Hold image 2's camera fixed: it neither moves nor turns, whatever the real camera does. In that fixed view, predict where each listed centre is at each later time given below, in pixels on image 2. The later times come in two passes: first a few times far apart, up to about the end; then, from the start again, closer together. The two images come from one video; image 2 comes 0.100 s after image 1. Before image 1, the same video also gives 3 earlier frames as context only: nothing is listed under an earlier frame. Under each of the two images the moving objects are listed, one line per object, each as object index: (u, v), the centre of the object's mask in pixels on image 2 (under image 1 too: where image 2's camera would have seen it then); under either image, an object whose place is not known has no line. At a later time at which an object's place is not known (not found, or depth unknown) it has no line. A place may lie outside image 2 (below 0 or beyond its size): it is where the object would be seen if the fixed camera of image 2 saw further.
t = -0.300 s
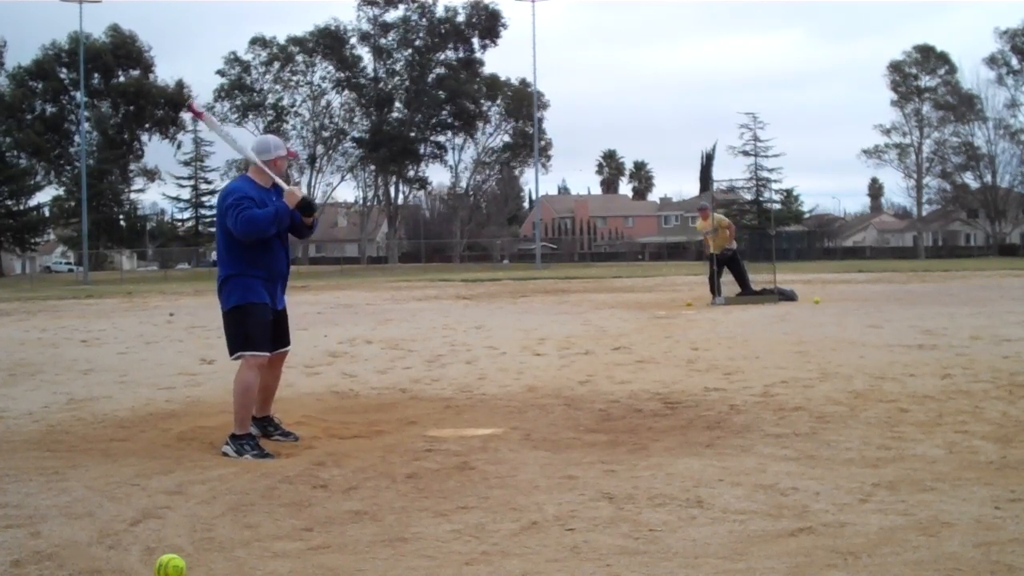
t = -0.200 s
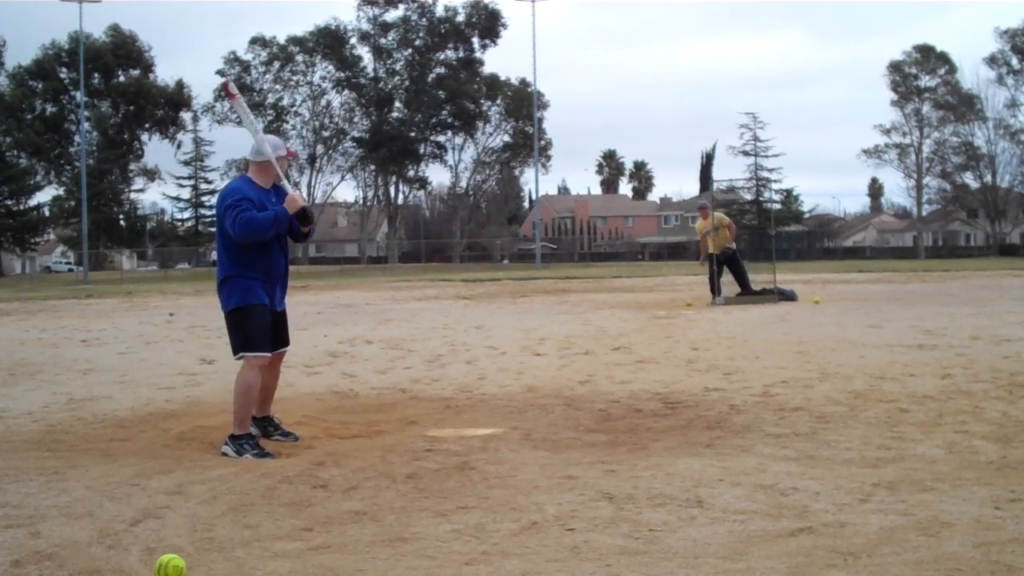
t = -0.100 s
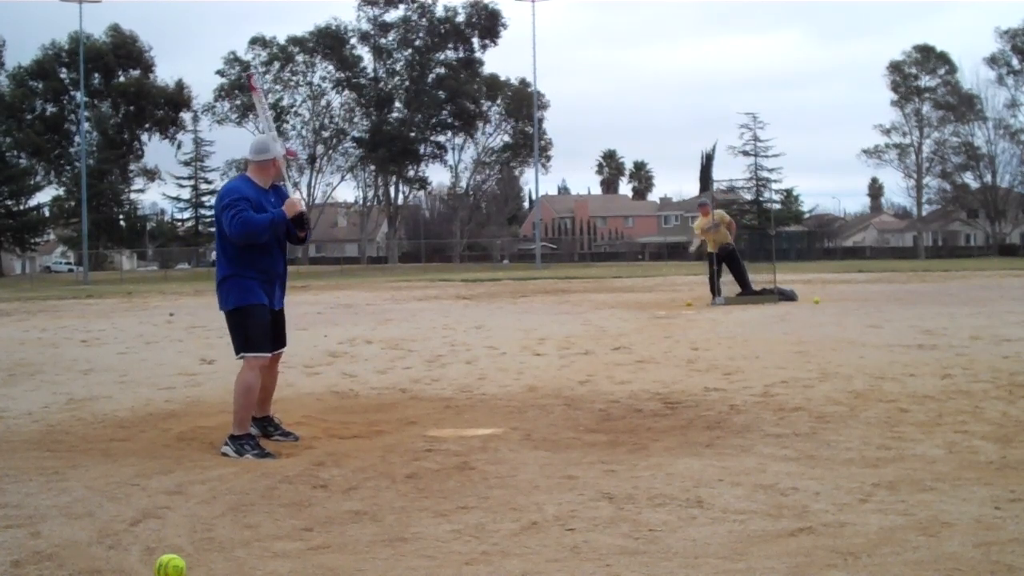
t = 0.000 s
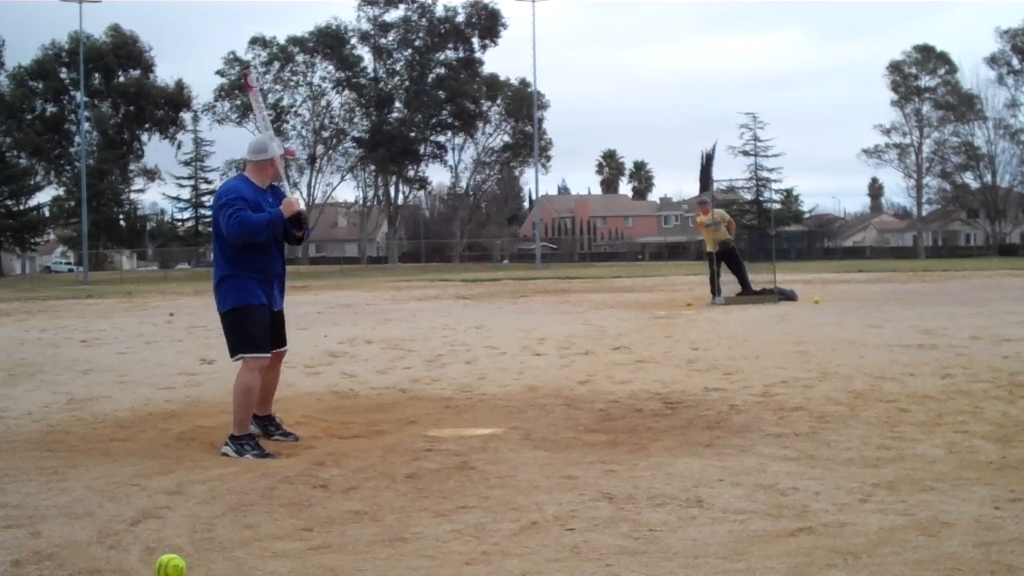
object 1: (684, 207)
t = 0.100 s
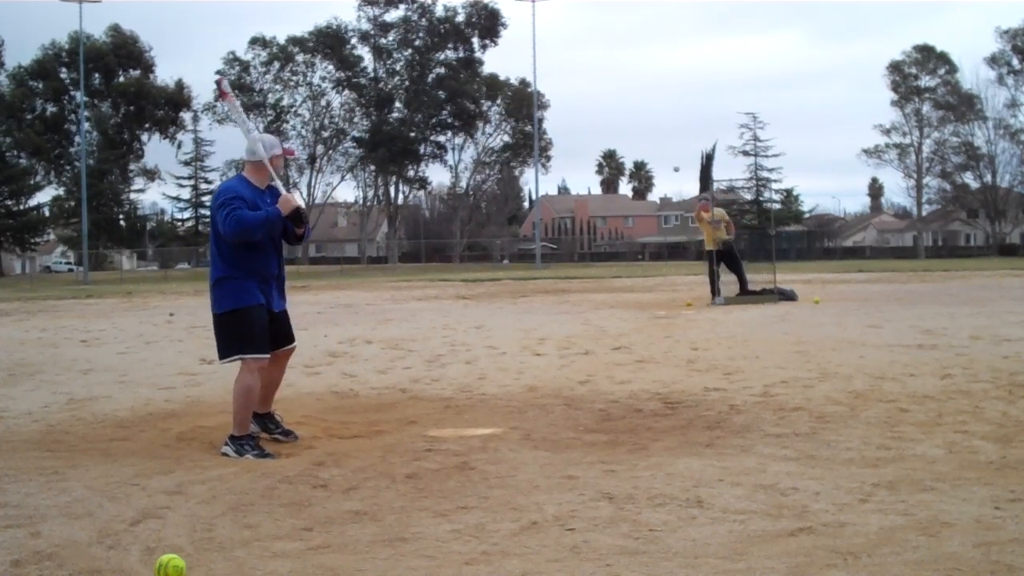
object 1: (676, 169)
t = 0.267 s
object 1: (661, 110)
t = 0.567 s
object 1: (625, 39)
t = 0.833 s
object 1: (578, 32)
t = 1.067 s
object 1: (517, 106)
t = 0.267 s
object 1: (661, 110)
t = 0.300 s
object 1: (657, 100)
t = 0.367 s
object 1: (650, 82)
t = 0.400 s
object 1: (646, 73)
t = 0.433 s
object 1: (643, 64)
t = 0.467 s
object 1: (638, 57)
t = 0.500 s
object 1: (634, 50)
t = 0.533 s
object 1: (629, 44)
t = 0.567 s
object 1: (625, 39)
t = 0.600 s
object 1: (620, 34)
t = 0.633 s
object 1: (615, 31)
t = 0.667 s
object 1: (609, 28)
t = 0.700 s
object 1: (604, 26)
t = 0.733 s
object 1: (598, 26)
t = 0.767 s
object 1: (592, 26)
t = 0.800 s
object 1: (585, 28)
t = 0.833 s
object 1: (578, 32)
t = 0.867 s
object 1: (571, 36)
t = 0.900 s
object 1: (563, 43)
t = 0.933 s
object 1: (555, 51)
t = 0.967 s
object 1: (546, 62)
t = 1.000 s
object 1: (537, 74)
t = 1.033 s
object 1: (527, 89)
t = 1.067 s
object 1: (517, 106)
